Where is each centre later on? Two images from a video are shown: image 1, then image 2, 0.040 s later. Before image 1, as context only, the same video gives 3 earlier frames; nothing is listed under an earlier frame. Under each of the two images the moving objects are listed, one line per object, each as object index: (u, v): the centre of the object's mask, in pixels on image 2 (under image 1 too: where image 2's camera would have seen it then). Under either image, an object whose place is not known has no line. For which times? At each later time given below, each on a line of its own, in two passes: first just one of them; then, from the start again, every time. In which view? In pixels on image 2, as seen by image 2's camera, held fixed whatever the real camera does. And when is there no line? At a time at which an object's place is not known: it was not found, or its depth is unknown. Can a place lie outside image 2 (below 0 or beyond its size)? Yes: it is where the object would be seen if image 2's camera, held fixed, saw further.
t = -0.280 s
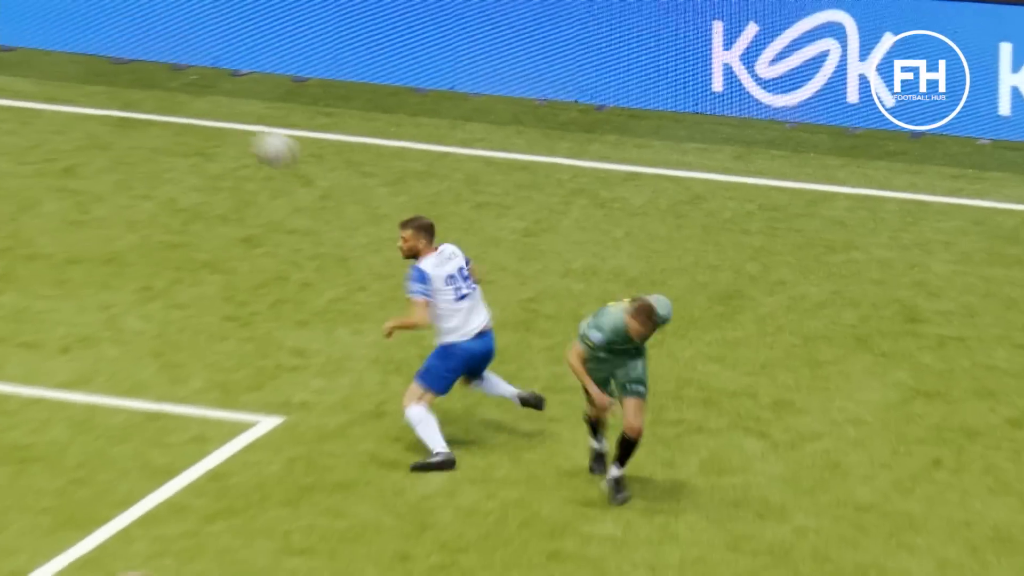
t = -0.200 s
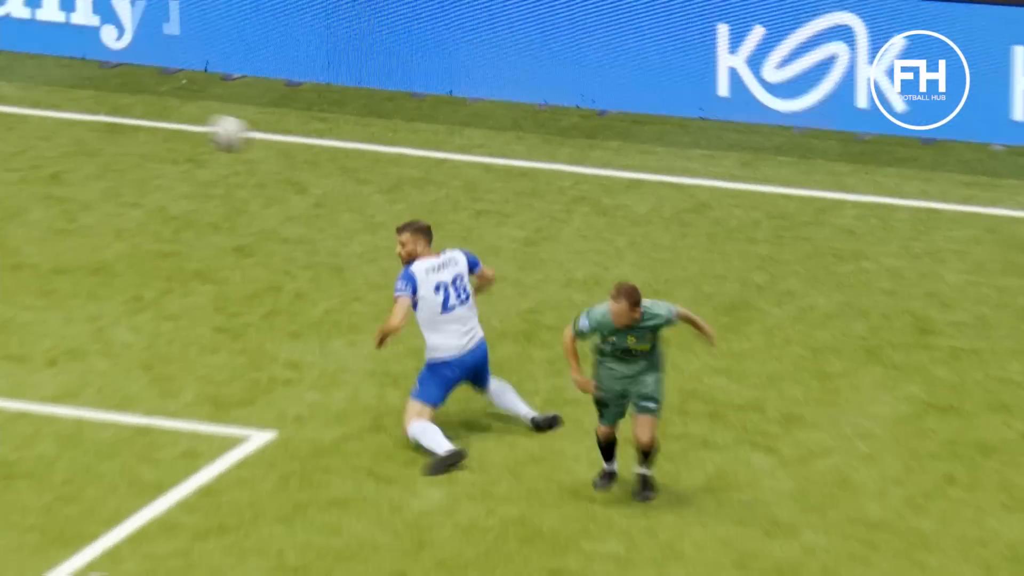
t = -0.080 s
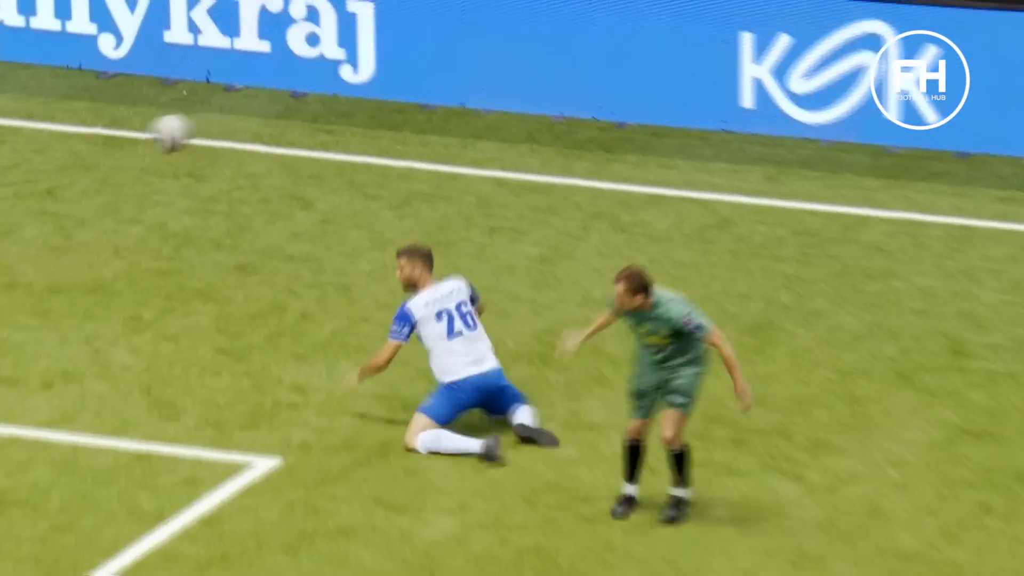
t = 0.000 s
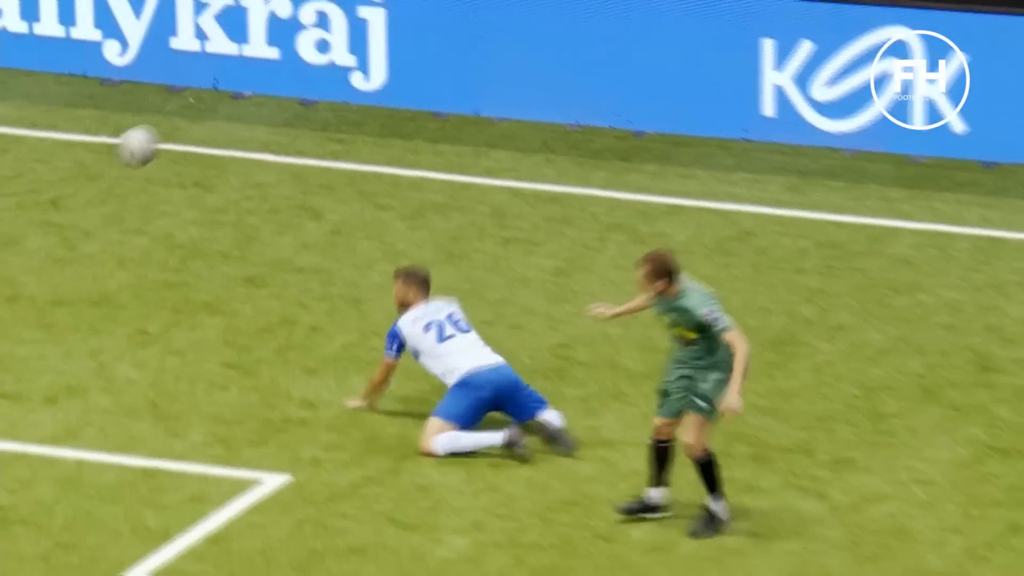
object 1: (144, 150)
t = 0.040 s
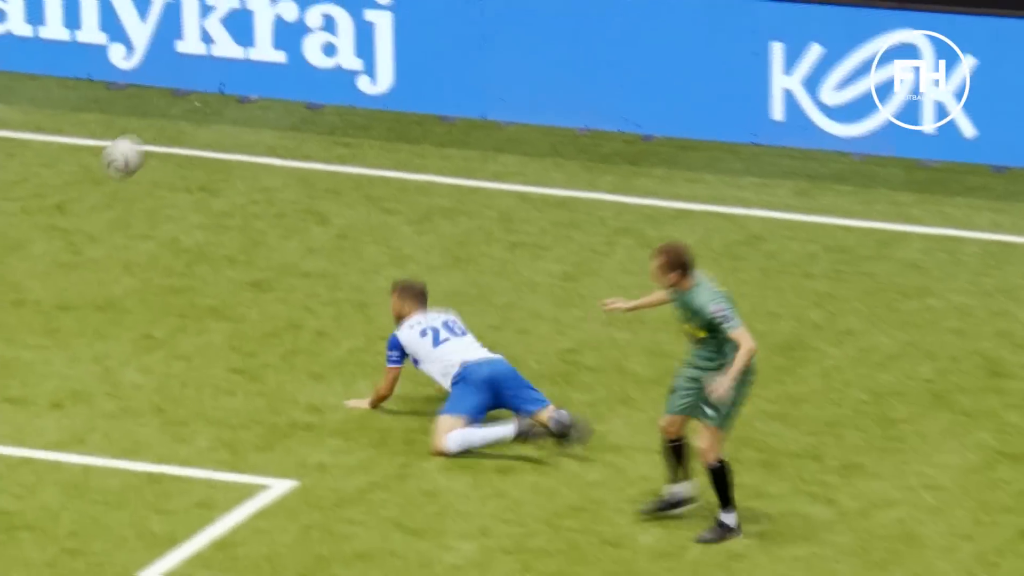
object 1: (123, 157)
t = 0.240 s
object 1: (31, 228)
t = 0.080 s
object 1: (104, 167)
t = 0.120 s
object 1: (84, 177)
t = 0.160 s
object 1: (66, 193)
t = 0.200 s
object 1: (48, 209)
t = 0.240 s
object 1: (31, 228)
